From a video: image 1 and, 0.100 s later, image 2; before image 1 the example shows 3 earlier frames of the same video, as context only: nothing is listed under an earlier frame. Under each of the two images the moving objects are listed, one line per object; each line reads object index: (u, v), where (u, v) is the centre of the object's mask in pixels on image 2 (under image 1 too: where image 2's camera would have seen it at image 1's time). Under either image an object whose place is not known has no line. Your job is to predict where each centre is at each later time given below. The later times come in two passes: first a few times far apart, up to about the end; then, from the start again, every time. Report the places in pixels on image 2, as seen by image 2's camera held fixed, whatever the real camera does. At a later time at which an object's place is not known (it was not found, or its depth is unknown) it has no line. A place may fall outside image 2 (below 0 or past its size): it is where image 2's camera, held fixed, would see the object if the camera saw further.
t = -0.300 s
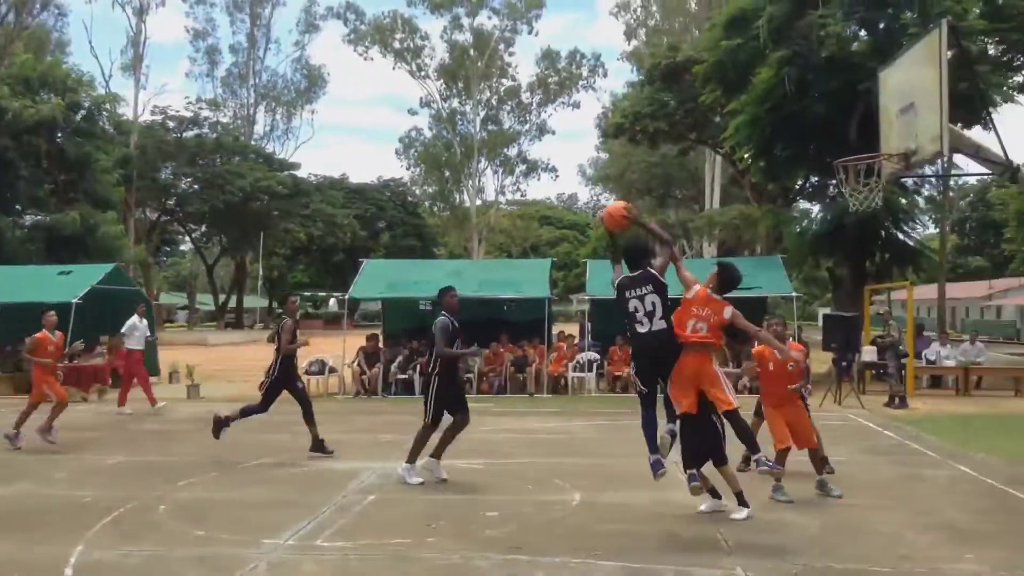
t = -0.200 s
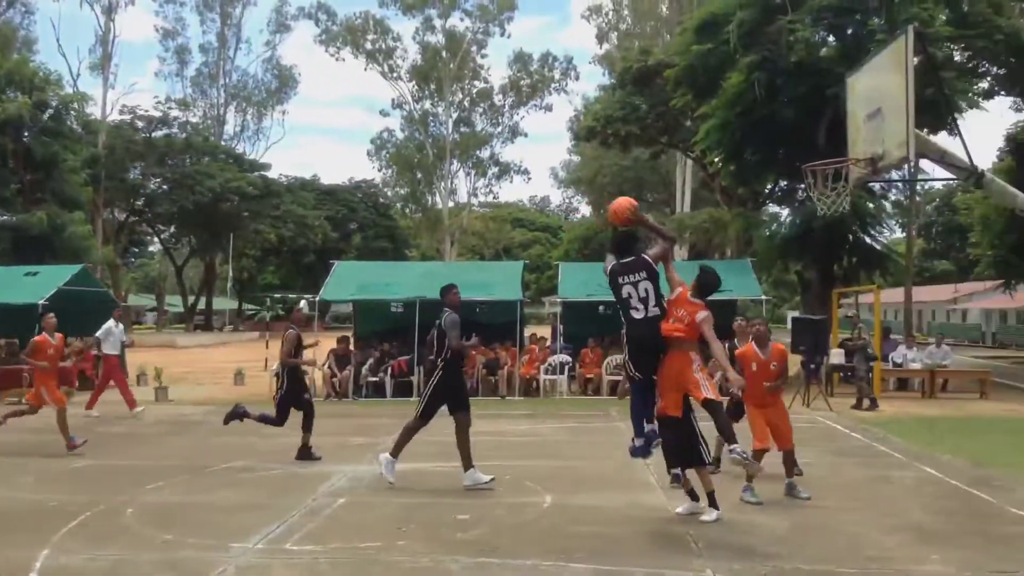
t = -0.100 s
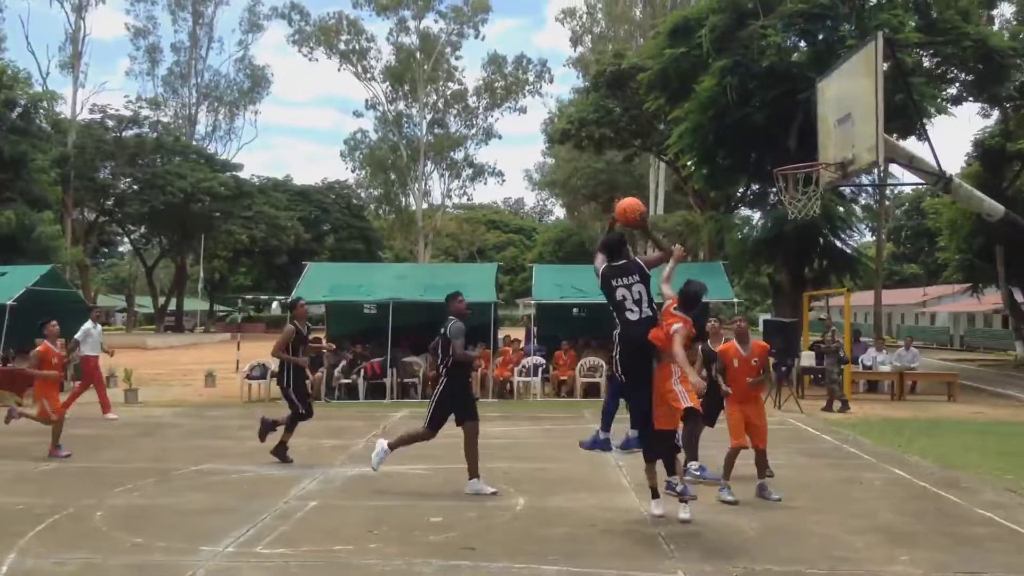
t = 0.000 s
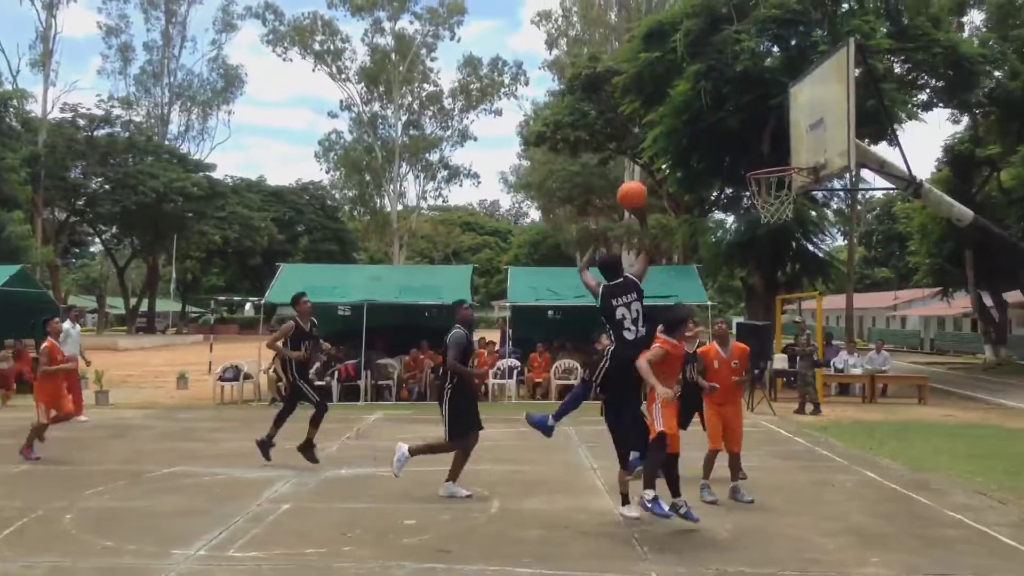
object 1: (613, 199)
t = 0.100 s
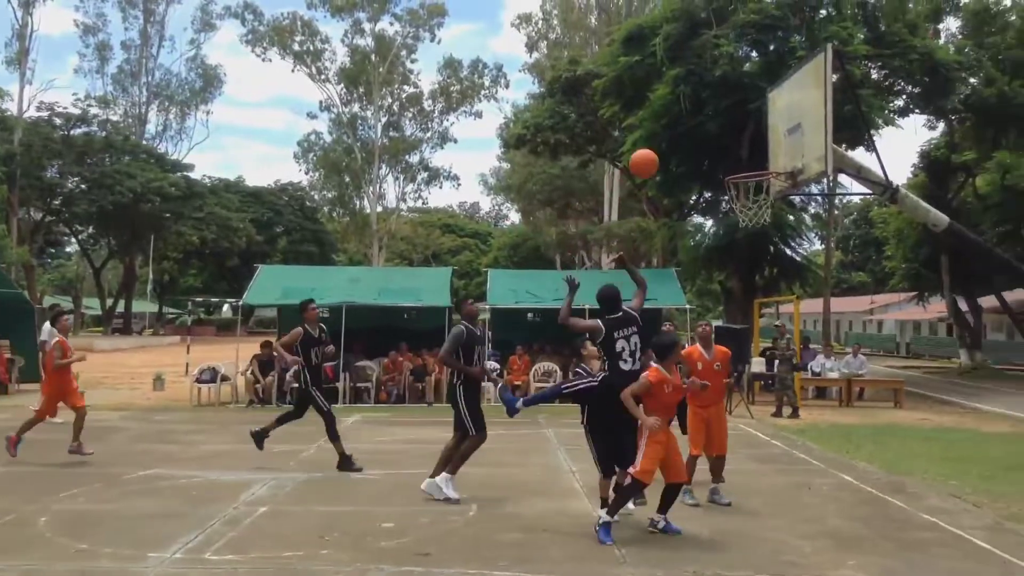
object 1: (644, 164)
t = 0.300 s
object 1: (703, 131)
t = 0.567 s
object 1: (772, 158)
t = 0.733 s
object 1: (743, 165)
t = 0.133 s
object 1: (654, 155)
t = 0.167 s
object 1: (664, 147)
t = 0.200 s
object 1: (674, 141)
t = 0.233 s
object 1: (684, 136)
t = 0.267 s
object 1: (693, 133)
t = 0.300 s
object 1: (703, 131)
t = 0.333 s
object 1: (712, 130)
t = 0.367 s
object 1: (721, 130)
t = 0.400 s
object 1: (730, 132)
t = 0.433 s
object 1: (739, 135)
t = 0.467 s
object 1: (748, 139)
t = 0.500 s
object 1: (756, 145)
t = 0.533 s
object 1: (764, 151)
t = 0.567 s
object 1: (772, 158)
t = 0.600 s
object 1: (767, 162)
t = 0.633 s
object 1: (760, 167)
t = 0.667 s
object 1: (754, 163)
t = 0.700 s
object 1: (749, 164)
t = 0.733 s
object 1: (743, 165)
